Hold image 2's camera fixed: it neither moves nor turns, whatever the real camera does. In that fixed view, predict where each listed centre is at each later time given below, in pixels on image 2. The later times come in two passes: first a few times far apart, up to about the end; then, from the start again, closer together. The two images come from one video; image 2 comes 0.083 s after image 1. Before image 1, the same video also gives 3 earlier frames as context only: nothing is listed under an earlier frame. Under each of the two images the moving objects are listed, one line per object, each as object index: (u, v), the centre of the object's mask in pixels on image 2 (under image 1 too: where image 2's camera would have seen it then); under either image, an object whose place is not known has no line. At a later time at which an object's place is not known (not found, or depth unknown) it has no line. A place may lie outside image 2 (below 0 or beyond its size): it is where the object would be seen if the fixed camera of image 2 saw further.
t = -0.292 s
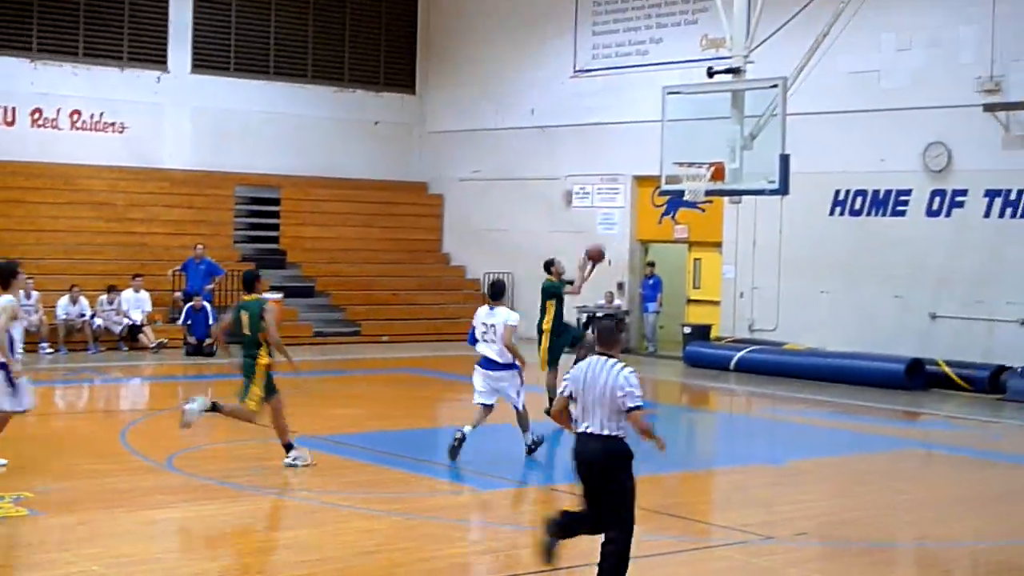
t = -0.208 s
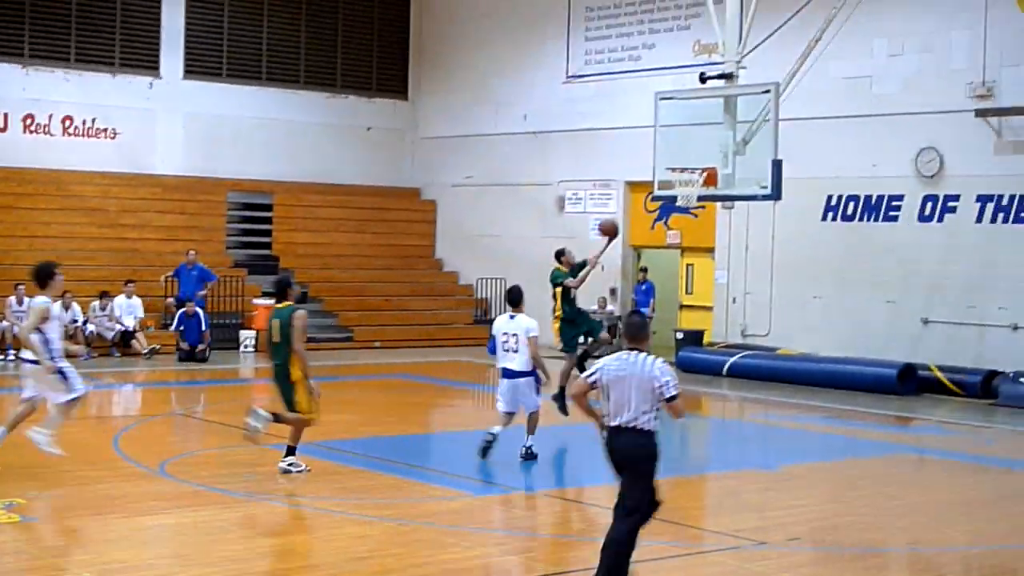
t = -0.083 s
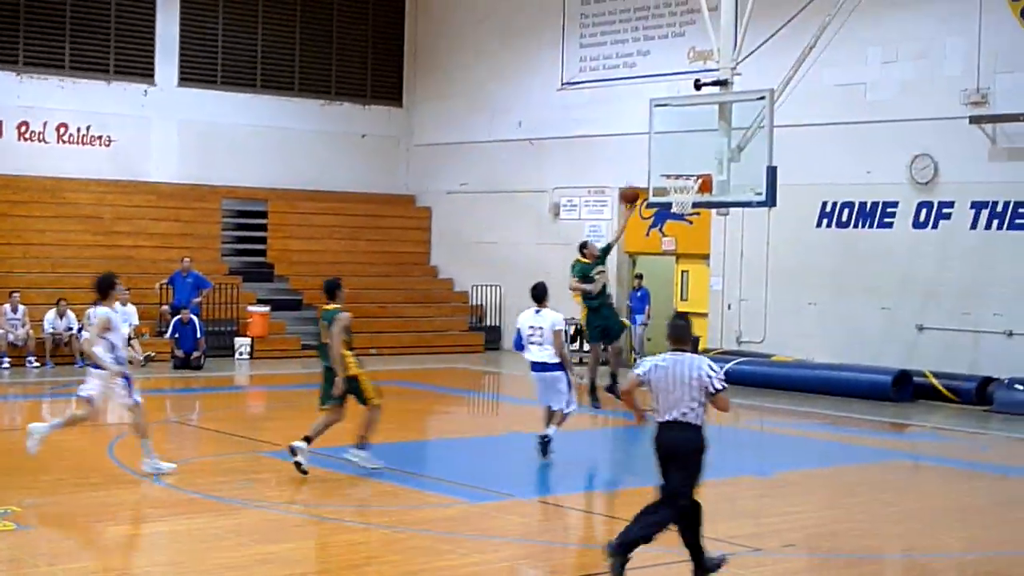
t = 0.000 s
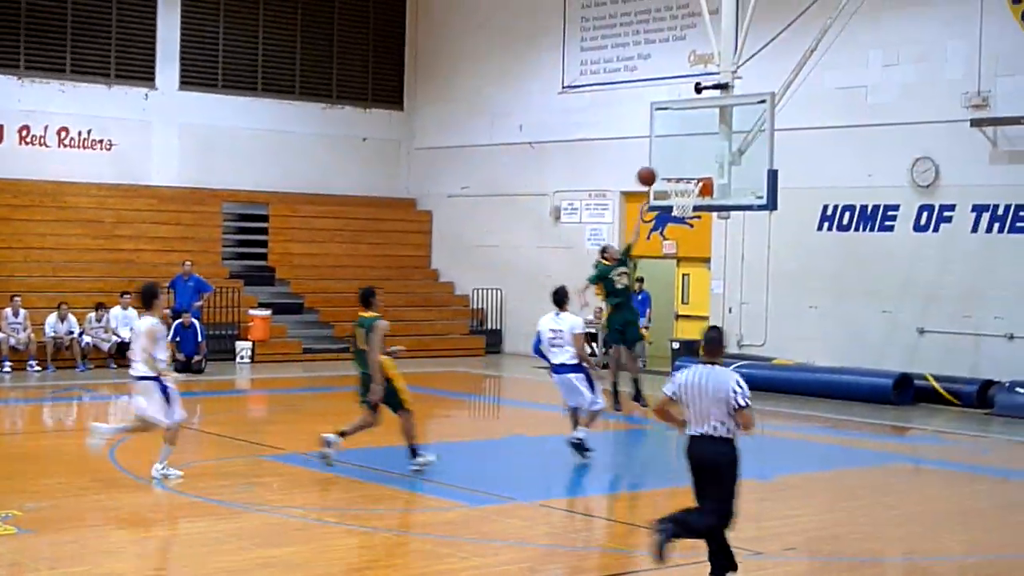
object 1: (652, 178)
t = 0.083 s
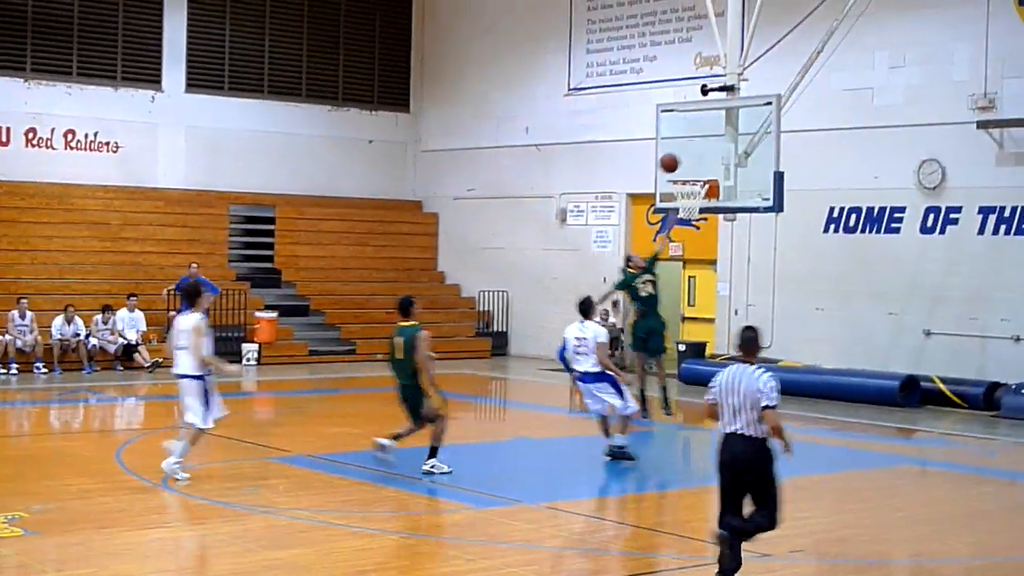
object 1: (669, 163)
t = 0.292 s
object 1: (691, 148)
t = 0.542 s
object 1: (692, 174)
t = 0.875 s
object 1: (694, 221)
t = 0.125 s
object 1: (677, 157)
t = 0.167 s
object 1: (686, 153)
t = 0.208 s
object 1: (689, 150)
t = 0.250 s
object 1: (690, 148)
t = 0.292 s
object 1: (691, 148)
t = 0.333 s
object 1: (691, 148)
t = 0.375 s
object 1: (692, 151)
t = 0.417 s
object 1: (692, 155)
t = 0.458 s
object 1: (692, 161)
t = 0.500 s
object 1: (693, 168)
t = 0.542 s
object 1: (692, 174)
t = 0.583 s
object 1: (687, 177)
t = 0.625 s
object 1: (682, 180)
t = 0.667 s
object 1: (680, 184)
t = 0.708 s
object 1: (680, 189)
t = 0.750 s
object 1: (683, 192)
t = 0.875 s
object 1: (694, 221)
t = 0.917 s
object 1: (696, 228)
